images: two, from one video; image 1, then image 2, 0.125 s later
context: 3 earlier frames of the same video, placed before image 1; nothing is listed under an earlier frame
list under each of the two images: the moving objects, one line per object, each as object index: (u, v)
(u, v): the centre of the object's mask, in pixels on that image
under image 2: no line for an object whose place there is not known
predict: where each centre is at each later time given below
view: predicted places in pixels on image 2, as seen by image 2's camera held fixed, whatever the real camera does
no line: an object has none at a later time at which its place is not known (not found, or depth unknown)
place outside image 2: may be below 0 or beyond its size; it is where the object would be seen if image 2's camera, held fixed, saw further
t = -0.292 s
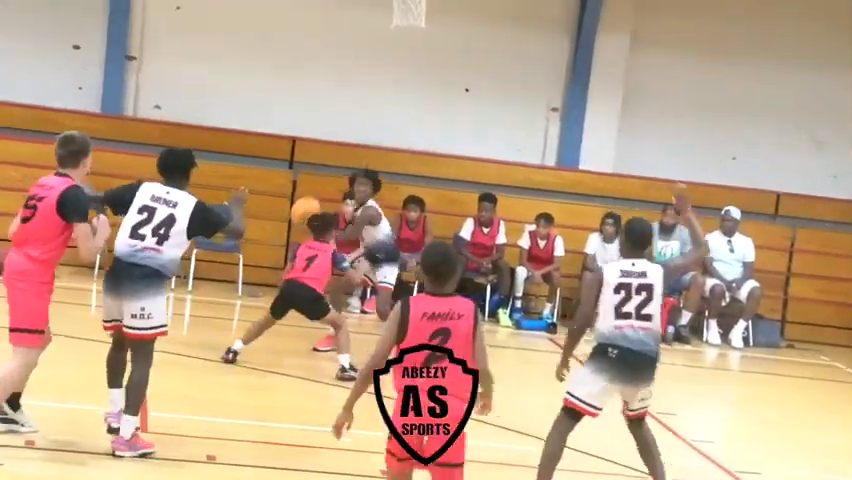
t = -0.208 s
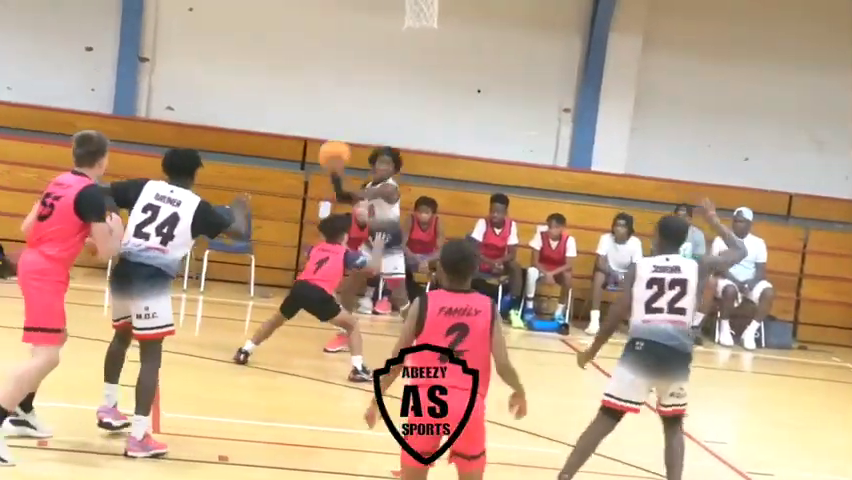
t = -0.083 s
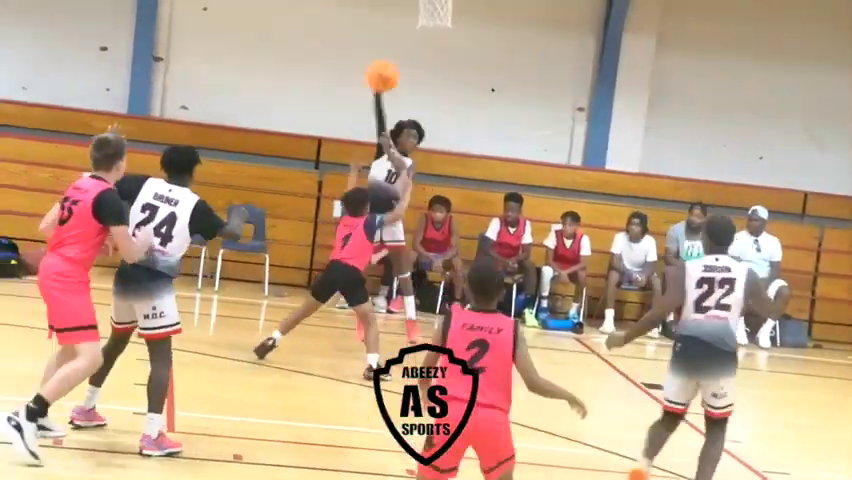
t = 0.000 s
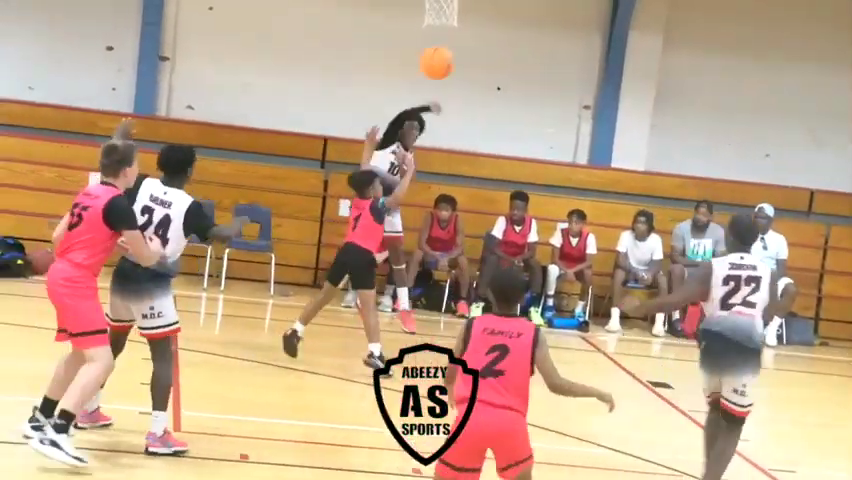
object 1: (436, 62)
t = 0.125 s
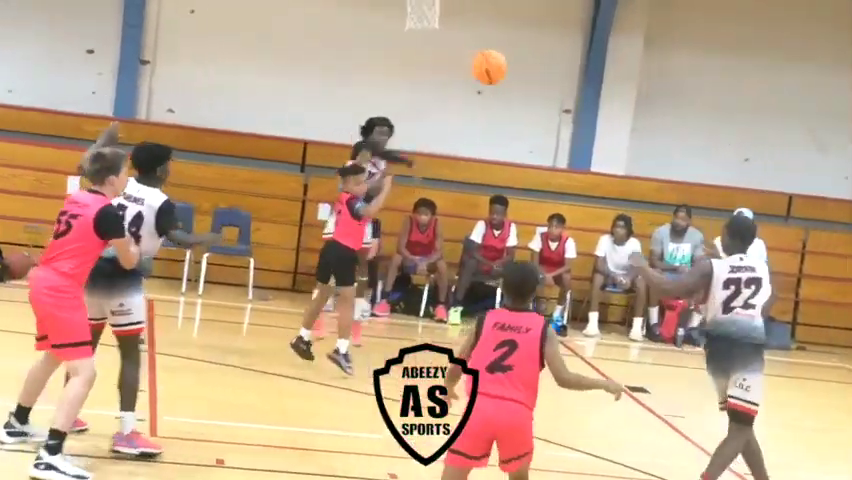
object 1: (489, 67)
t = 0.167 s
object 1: (521, 74)
